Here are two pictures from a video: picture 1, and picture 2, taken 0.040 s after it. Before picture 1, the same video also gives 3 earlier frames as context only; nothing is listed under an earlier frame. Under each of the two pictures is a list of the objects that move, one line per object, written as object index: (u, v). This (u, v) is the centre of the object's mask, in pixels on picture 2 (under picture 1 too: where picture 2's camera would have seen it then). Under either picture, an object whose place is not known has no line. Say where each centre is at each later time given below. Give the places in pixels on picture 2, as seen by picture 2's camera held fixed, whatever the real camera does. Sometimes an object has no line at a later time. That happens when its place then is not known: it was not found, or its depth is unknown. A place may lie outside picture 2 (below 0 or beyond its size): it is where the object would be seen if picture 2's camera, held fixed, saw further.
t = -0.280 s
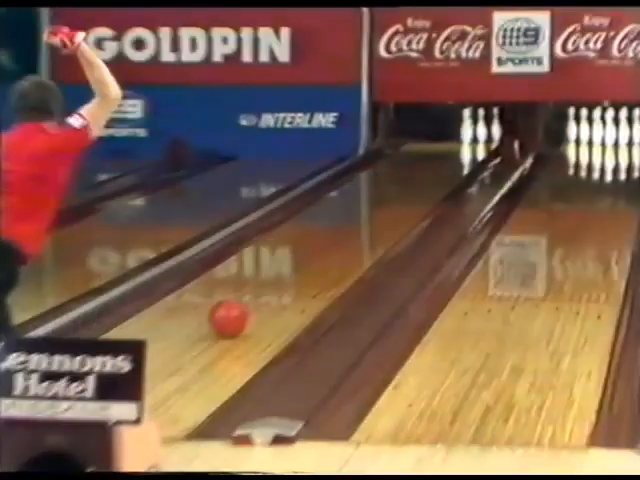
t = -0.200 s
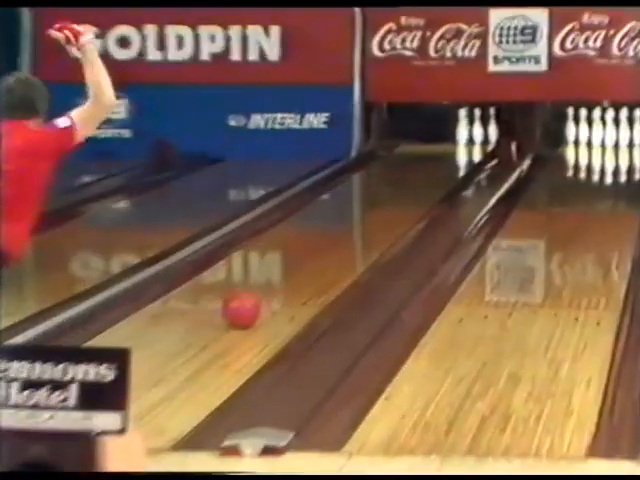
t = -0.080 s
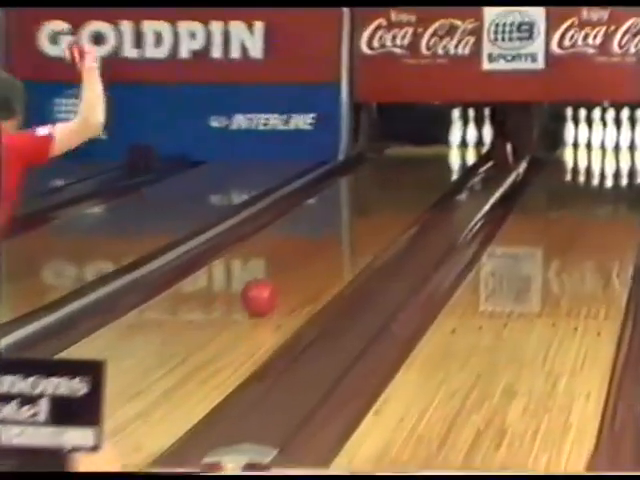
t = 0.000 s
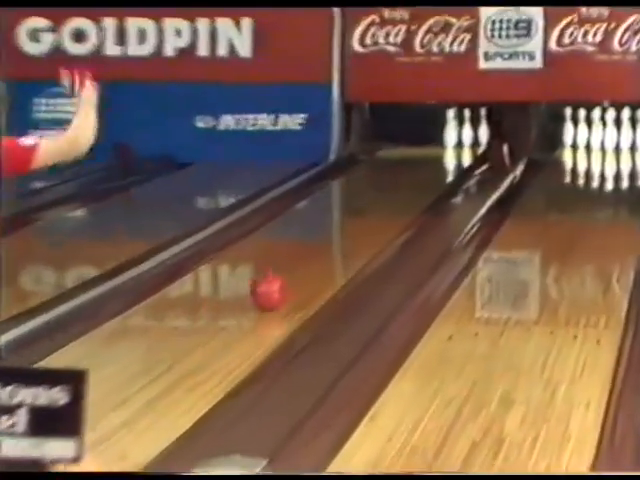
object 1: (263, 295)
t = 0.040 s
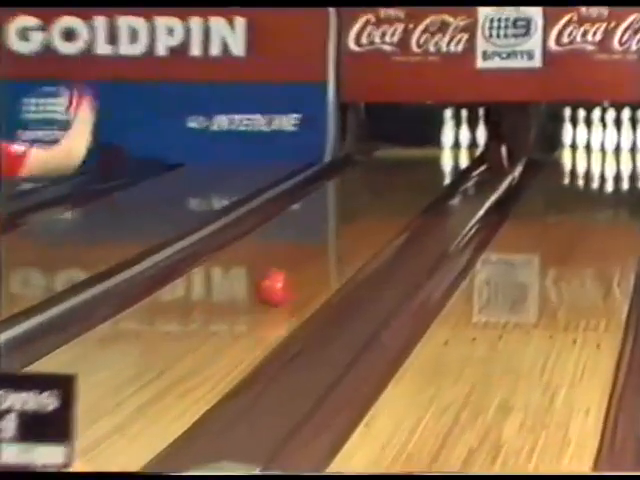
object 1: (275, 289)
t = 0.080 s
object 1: (283, 281)
